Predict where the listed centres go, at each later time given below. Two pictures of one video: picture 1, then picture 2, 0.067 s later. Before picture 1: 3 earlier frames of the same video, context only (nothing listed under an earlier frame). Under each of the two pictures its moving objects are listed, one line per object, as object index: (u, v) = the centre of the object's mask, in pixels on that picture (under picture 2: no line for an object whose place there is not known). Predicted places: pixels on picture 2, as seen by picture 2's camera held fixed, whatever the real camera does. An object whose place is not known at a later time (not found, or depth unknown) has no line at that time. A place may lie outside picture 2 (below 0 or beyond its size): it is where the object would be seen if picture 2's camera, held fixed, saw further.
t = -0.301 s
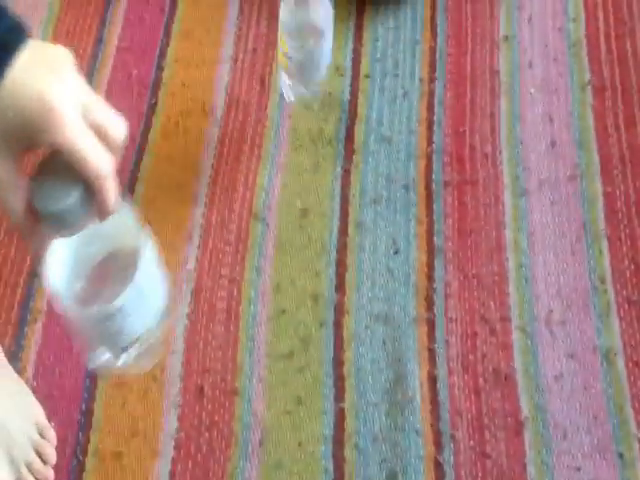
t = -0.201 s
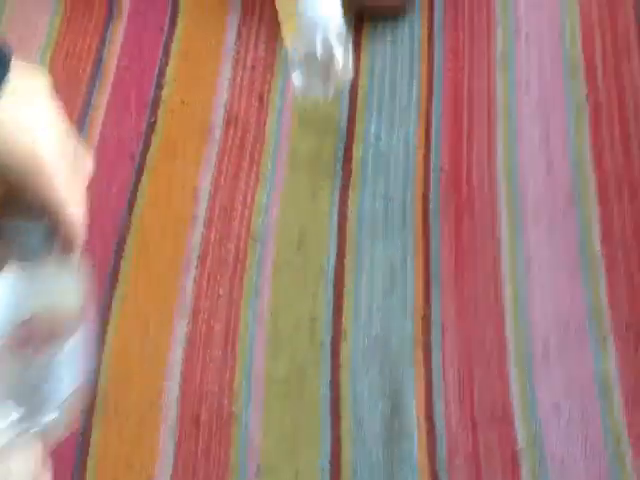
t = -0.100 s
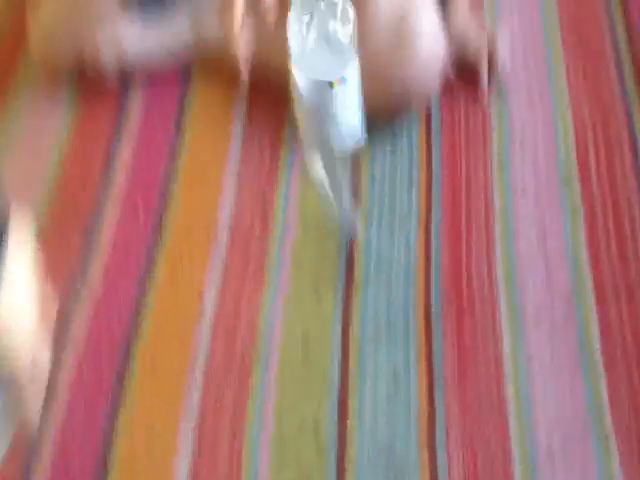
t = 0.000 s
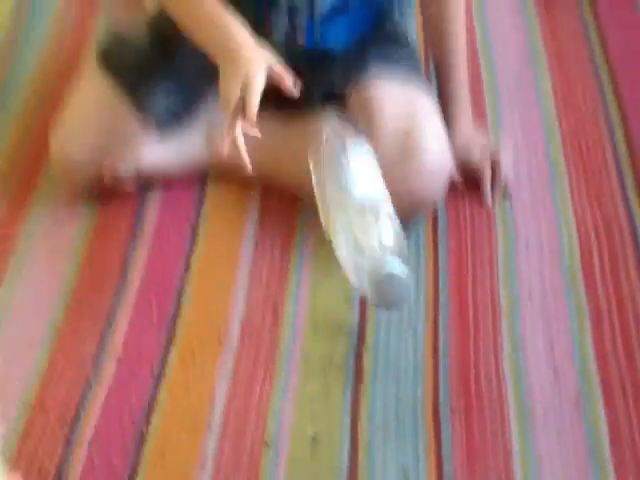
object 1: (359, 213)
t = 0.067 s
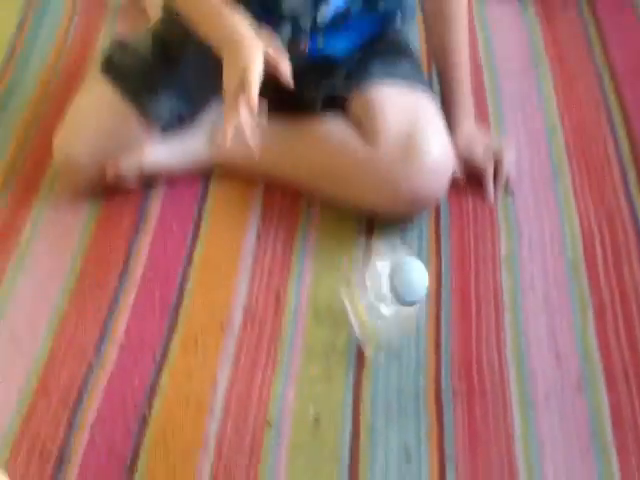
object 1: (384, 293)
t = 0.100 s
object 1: (399, 357)
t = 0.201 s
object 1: (408, 425)
